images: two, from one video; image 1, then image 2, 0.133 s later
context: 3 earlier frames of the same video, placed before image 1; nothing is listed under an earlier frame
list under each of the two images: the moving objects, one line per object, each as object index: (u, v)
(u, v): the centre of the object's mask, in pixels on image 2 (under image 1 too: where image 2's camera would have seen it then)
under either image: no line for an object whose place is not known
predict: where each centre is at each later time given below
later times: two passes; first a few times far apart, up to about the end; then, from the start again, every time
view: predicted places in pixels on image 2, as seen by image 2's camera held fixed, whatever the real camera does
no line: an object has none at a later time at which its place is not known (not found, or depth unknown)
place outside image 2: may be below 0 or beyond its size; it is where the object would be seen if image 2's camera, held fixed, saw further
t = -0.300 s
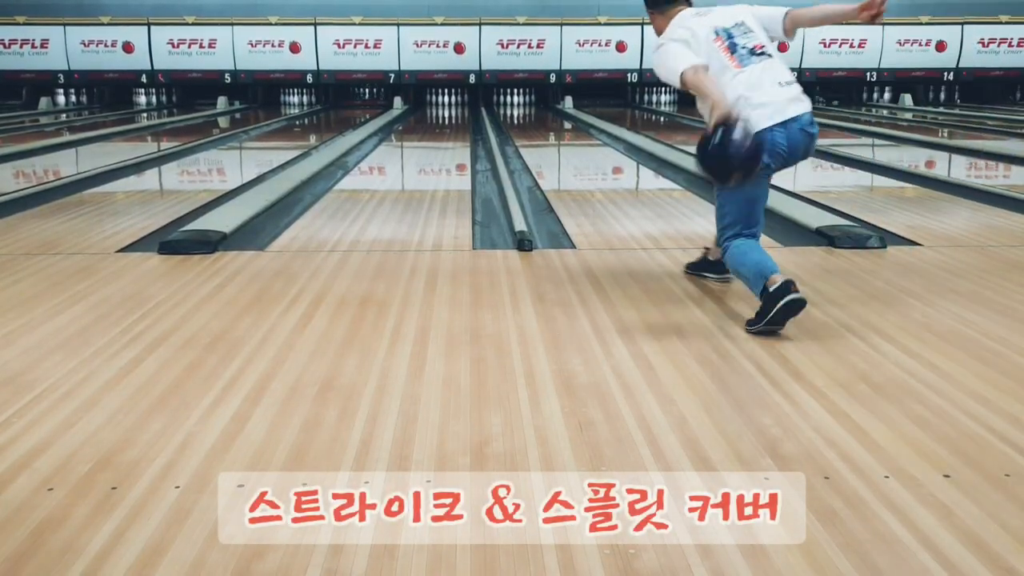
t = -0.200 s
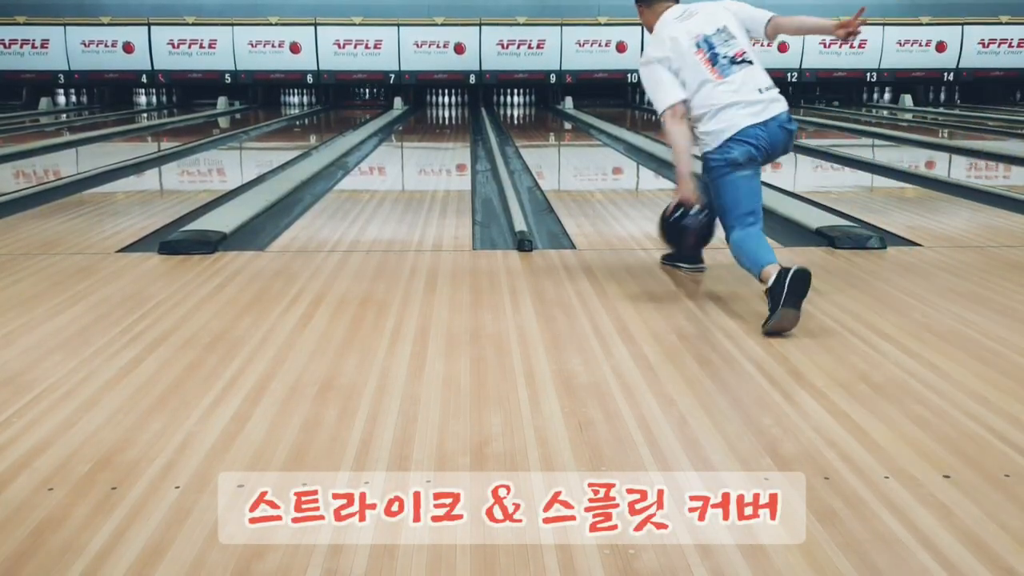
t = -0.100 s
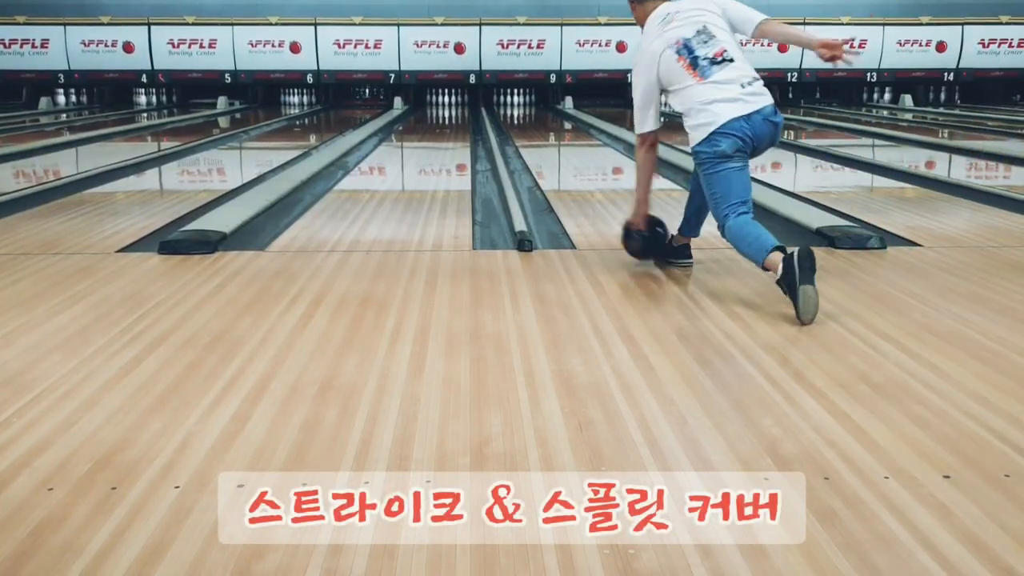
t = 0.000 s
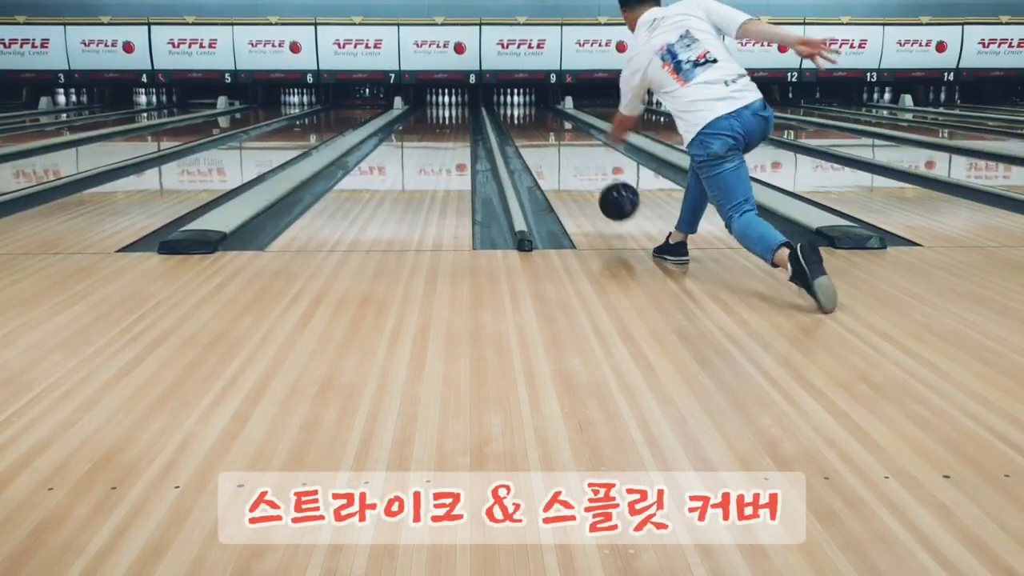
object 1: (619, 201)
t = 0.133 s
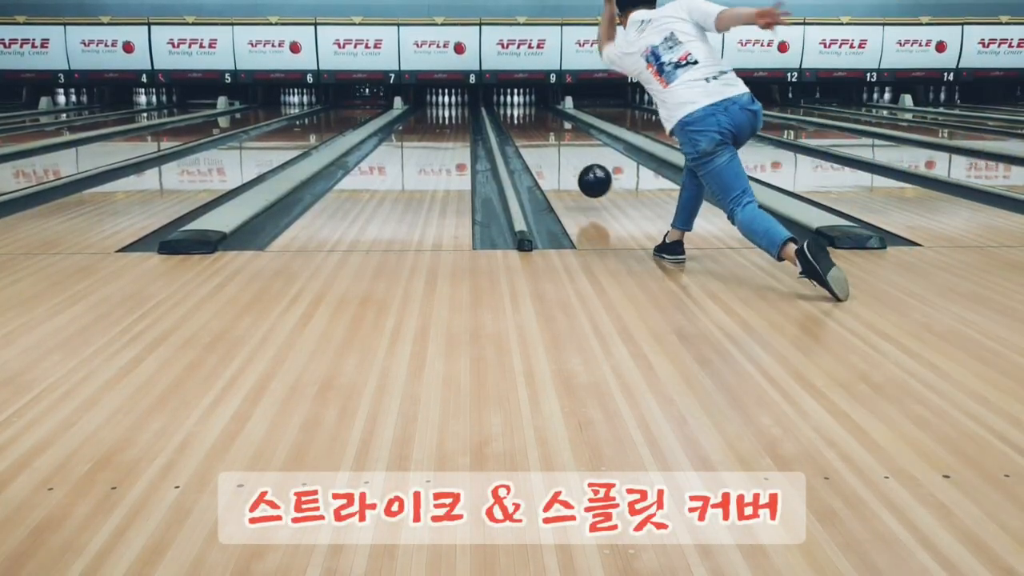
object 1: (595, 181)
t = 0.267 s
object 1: (577, 177)
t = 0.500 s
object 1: (556, 156)
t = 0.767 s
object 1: (540, 140)
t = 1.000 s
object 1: (531, 131)
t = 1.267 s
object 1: (523, 121)
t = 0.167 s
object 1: (590, 180)
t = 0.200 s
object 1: (585, 182)
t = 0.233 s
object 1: (581, 180)
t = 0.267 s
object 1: (577, 177)
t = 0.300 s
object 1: (573, 173)
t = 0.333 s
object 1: (570, 170)
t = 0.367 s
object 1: (567, 167)
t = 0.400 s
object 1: (564, 163)
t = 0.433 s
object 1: (561, 160)
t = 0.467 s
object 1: (559, 158)
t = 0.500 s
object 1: (556, 156)
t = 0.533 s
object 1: (553, 154)
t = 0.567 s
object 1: (551, 151)
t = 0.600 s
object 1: (549, 149)
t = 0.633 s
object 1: (547, 147)
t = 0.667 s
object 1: (545, 145)
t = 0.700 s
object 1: (544, 143)
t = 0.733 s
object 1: (542, 142)
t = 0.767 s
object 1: (540, 140)
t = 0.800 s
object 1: (539, 138)
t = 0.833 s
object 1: (537, 137)
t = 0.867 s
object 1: (536, 136)
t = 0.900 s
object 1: (535, 135)
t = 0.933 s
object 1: (533, 133)
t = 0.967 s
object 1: (532, 131)
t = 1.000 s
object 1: (531, 131)
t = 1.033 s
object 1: (531, 129)
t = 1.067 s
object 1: (529, 128)
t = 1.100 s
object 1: (528, 127)
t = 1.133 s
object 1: (527, 125)
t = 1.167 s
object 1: (527, 124)
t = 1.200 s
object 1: (524, 123)
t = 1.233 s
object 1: (524, 121)
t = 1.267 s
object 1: (523, 121)
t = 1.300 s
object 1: (523, 120)
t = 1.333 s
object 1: (522, 120)
